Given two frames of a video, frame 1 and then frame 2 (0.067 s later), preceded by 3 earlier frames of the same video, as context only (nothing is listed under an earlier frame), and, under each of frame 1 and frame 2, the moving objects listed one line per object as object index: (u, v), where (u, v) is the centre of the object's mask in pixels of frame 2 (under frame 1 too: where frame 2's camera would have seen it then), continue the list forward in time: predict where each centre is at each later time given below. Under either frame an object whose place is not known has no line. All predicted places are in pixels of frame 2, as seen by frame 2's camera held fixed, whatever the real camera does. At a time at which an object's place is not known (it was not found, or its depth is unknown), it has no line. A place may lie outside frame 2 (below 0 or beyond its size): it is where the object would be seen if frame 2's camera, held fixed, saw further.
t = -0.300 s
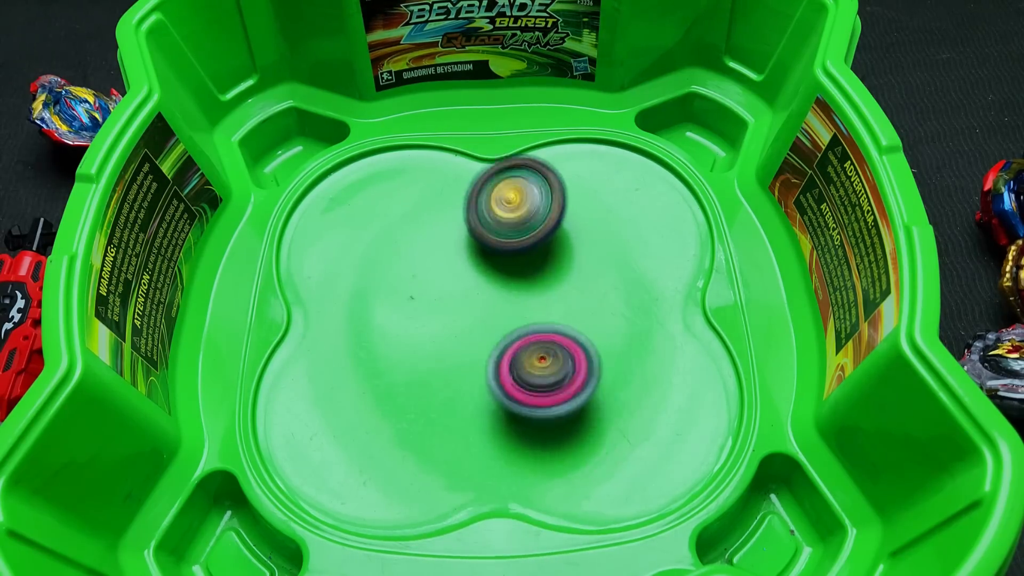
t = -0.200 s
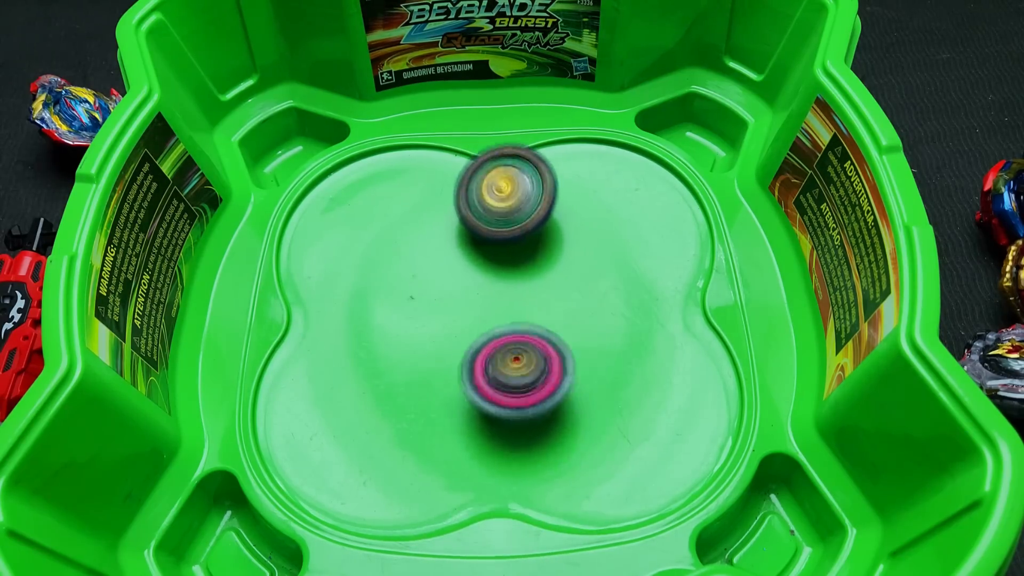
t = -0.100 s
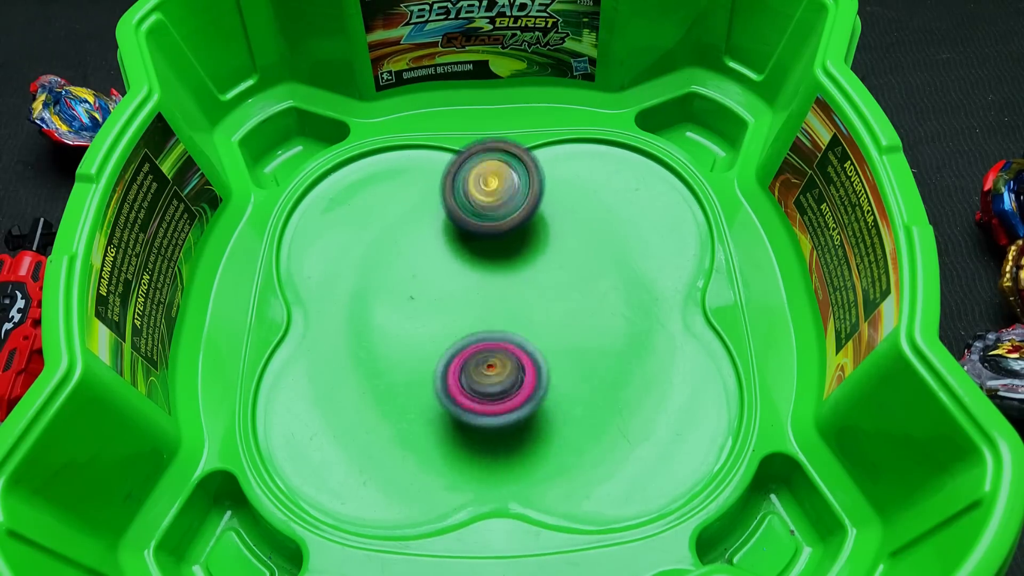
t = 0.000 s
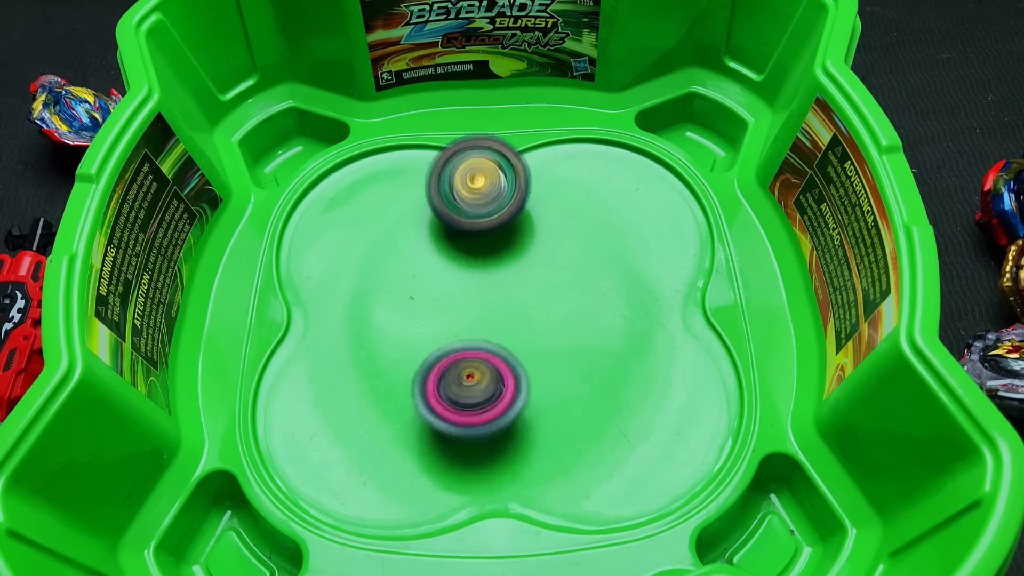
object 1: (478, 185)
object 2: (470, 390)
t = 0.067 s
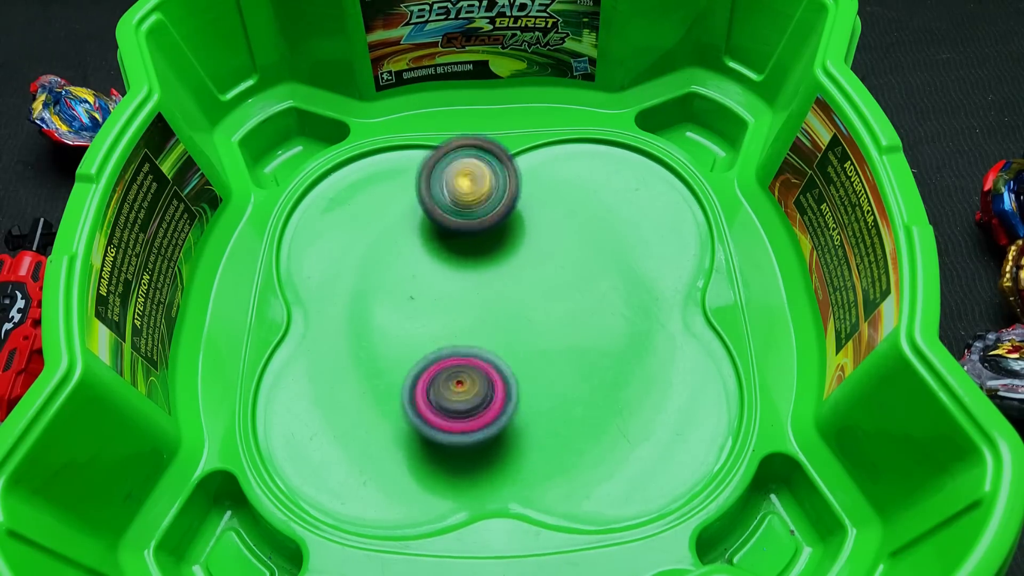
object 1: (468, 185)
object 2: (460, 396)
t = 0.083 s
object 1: (466, 186)
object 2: (457, 397)
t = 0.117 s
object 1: (461, 186)
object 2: (451, 398)
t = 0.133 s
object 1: (458, 188)
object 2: (450, 397)
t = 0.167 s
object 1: (455, 189)
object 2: (448, 397)
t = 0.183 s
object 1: (451, 190)
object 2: (446, 395)
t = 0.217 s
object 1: (448, 192)
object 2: (443, 394)
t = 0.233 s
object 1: (444, 194)
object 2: (442, 391)
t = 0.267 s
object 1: (440, 196)
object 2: (441, 387)
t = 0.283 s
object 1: (437, 197)
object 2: (439, 385)
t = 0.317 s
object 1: (434, 201)
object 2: (438, 380)
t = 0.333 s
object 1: (431, 202)
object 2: (437, 377)
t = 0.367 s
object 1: (428, 207)
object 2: (435, 371)
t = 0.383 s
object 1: (425, 208)
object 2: (434, 368)
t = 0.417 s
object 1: (422, 213)
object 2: (430, 361)
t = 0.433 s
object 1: (420, 215)
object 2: (427, 359)
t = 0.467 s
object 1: (417, 220)
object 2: (423, 352)
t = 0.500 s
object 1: (415, 224)
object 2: (417, 346)
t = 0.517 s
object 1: (412, 227)
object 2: (413, 344)
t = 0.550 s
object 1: (410, 233)
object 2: (408, 338)
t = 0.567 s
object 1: (408, 235)
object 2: (404, 335)
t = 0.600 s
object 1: (407, 237)
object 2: (397, 335)
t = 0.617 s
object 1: (408, 232)
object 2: (390, 344)
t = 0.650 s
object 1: (411, 224)
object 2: (382, 358)
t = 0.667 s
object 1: (413, 221)
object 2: (379, 365)
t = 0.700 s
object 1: (415, 219)
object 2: (379, 375)
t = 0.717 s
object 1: (415, 219)
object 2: (380, 379)
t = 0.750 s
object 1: (416, 222)
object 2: (386, 388)
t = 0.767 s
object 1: (417, 224)
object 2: (392, 390)
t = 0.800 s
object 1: (418, 229)
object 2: (402, 395)
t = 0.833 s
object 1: (422, 235)
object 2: (416, 396)
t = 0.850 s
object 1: (422, 237)
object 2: (422, 394)
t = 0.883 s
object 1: (426, 242)
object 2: (436, 390)
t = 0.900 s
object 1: (427, 245)
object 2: (443, 386)
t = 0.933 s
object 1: (431, 251)
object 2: (457, 378)
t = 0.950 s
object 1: (433, 253)
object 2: (463, 373)
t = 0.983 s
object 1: (435, 259)
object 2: (474, 361)
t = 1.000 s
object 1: (437, 261)
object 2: (480, 355)
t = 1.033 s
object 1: (436, 262)
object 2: (490, 348)
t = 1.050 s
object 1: (436, 261)
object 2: (495, 345)
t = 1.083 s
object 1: (435, 261)
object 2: (504, 336)
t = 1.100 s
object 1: (432, 255)
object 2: (513, 339)
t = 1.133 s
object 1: (424, 241)
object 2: (530, 344)
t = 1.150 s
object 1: (423, 237)
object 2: (537, 344)
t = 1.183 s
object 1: (420, 230)
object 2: (548, 340)
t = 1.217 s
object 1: (421, 229)
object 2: (560, 331)
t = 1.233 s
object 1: (423, 229)
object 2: (563, 327)
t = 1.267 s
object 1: (427, 230)
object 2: (569, 315)
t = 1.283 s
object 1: (430, 231)
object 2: (570, 309)
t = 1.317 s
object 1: (436, 232)
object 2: (570, 298)
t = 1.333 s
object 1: (439, 234)
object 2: (568, 292)
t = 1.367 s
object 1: (444, 236)
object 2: (562, 282)
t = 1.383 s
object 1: (447, 237)
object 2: (558, 277)
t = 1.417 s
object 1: (445, 237)
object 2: (553, 273)
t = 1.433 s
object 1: (440, 236)
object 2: (555, 272)
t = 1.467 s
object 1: (433, 235)
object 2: (556, 272)
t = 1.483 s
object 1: (432, 236)
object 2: (556, 271)
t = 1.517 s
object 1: (432, 238)
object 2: (554, 272)
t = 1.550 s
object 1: (435, 240)
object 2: (550, 272)
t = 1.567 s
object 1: (437, 241)
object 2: (548, 273)
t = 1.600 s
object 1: (439, 243)
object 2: (545, 276)
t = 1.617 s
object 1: (438, 243)
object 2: (546, 279)
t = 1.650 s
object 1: (438, 245)
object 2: (547, 283)
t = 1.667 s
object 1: (439, 246)
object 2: (547, 286)
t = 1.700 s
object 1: (440, 247)
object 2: (547, 290)
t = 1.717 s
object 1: (442, 248)
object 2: (548, 293)
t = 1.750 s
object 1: (443, 249)
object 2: (548, 296)
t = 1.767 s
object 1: (445, 250)
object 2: (549, 299)
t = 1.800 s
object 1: (446, 251)
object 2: (551, 303)
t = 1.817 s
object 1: (448, 252)
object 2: (552, 305)
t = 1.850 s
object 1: (449, 253)
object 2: (553, 308)
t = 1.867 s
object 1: (451, 254)
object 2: (554, 310)
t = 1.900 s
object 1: (453, 255)
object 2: (553, 312)
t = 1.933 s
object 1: (454, 257)
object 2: (554, 314)
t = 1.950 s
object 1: (456, 258)
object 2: (553, 315)
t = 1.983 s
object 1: (457, 260)
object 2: (552, 316)
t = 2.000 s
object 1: (458, 262)
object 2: (550, 317)
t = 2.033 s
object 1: (452, 259)
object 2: (556, 323)
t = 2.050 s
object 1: (450, 259)
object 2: (559, 324)
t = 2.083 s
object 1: (447, 261)
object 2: (564, 327)
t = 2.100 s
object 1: (446, 262)
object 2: (567, 328)
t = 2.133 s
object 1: (446, 264)
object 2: (571, 330)
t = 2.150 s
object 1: (447, 265)
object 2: (574, 330)
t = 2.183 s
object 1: (449, 267)
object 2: (577, 331)
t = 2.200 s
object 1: (449, 268)
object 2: (577, 330)
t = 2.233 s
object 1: (451, 270)
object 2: (577, 329)
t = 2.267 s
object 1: (452, 272)
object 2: (574, 327)
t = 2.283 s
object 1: (453, 273)
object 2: (573, 326)
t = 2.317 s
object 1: (454, 276)
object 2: (566, 325)
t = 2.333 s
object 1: (455, 277)
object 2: (563, 324)
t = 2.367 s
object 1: (454, 278)
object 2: (557, 325)
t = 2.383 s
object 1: (439, 270)
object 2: (570, 332)
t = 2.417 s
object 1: (410, 257)
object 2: (593, 344)
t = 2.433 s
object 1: (398, 253)
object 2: (604, 350)
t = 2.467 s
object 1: (381, 246)
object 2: (618, 355)
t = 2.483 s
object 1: (373, 244)
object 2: (625, 357)
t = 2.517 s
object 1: (366, 242)
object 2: (637, 360)
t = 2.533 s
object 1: (364, 240)
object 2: (644, 361)
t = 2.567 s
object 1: (362, 240)
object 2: (655, 363)
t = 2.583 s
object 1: (363, 240)
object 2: (662, 364)
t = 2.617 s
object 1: (362, 239)
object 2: (672, 366)
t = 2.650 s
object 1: (362, 239)
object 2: (680, 366)
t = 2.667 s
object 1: (364, 239)
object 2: (685, 366)
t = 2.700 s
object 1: (364, 239)
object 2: (689, 364)
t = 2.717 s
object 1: (365, 240)
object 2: (690, 362)
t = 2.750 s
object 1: (366, 239)
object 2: (690, 360)
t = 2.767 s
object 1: (365, 239)
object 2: (689, 357)
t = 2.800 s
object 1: (367, 239)
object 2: (685, 354)
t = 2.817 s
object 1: (367, 239)
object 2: (680, 353)
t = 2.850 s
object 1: (369, 240)
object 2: (671, 349)
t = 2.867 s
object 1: (371, 241)
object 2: (665, 348)
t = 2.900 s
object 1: (373, 242)
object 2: (652, 344)
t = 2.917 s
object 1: (374, 244)
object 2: (645, 344)
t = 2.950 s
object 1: (377, 246)
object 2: (630, 341)
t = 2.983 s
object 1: (380, 247)
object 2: (614, 337)
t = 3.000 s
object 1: (381, 249)
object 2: (606, 336)
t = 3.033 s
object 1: (386, 250)
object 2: (589, 334)
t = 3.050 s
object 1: (386, 251)
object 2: (582, 334)
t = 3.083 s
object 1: (391, 254)
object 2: (565, 332)
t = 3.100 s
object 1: (393, 254)
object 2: (557, 331)
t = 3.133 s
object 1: (396, 256)
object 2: (541, 331)
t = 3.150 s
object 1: (400, 257)
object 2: (533, 330)
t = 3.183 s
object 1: (404, 259)
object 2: (518, 331)
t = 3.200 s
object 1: (406, 261)
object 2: (509, 332)
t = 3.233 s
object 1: (411, 263)
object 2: (495, 333)
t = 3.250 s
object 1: (412, 263)
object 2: (487, 334)
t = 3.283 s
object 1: (413, 261)
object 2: (480, 342)
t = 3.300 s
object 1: (413, 258)
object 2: (476, 346)
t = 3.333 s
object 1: (414, 257)
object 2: (466, 352)
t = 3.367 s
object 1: (416, 258)
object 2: (455, 358)
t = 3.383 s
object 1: (419, 259)
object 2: (451, 362)
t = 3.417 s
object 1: (424, 259)
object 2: (440, 367)
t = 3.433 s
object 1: (426, 261)
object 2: (435, 370)
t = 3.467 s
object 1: (431, 261)
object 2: (426, 375)
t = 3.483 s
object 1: (433, 261)
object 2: (422, 377)
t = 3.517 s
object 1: (438, 262)
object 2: (413, 383)
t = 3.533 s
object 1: (441, 262)
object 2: (408, 385)
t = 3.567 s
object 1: (446, 263)
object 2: (401, 389)
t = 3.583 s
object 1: (449, 264)
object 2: (396, 392)
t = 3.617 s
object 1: (453, 265)
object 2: (390, 395)
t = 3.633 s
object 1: (455, 265)
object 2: (388, 397)
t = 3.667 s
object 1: (460, 265)
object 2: (383, 399)
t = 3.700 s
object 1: (465, 267)
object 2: (380, 400)
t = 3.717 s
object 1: (467, 266)
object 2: (380, 400)
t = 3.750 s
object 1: (471, 267)
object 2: (380, 399)
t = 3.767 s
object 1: (474, 267)
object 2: (382, 398)
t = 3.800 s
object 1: (478, 268)
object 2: (385, 395)
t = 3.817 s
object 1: (479, 269)
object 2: (387, 393)
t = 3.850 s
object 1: (484, 269)
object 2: (392, 388)
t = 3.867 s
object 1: (485, 269)
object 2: (393, 386)
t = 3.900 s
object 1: (488, 269)
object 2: (399, 378)
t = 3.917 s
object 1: (490, 269)
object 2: (401, 375)
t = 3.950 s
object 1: (493, 269)
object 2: (405, 366)
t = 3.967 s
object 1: (495, 269)
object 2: (408, 361)
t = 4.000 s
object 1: (498, 269)
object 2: (412, 352)
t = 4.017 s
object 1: (498, 270)
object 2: (414, 346)
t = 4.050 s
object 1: (501, 270)
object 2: (417, 336)
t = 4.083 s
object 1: (509, 265)
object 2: (412, 333)
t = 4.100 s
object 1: (511, 263)
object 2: (409, 330)
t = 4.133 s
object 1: (515, 262)
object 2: (405, 327)
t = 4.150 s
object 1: (517, 261)
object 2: (402, 325)
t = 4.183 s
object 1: (519, 261)
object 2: (399, 321)
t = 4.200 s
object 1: (519, 261)
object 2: (398, 319)
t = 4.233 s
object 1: (521, 261)
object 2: (395, 316)
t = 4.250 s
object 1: (521, 260)
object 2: (395, 314)
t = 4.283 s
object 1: (522, 260)
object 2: (394, 311)
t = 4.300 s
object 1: (523, 261)
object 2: (394, 308)
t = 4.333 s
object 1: (524, 261)
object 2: (395, 305)
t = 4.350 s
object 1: (524, 261)
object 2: (395, 304)
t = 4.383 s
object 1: (525, 261)
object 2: (397, 300)
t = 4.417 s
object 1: (525, 261)
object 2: (400, 297)
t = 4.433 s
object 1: (525, 261)
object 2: (401, 295)
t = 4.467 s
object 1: (525, 261)
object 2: (405, 292)
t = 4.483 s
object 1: (526, 261)
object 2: (408, 290)
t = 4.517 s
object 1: (526, 261)
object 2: (411, 287)
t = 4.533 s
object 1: (525, 262)
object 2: (414, 284)
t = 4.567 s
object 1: (529, 261)
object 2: (412, 281)
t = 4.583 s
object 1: (530, 260)
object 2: (412, 279)
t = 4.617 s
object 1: (530, 260)
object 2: (411, 277)
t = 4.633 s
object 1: (531, 260)
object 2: (412, 276)
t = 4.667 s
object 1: (530, 260)
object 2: (412, 275)
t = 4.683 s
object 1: (529, 260)
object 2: (413, 275)
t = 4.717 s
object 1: (529, 260)
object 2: (415, 275)
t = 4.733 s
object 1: (529, 260)
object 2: (416, 275)
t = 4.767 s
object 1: (530, 260)
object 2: (417, 276)
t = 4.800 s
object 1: (532, 260)
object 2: (416, 276)
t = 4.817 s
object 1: (532, 260)
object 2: (416, 276)
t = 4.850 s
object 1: (531, 261)
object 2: (417, 276)
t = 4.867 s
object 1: (530, 260)
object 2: (418, 277)
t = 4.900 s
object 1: (532, 261)
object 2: (416, 279)
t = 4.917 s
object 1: (532, 261)
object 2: (416, 279)
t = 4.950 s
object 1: (531, 262)
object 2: (418, 281)
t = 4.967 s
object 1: (531, 263)
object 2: (419, 282)
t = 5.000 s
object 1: (537, 262)
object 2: (414, 287)
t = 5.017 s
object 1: (542, 260)
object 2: (409, 290)
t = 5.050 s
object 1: (549, 260)
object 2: (401, 297)
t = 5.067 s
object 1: (550, 260)
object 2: (398, 301)
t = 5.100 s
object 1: (552, 261)
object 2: (394, 308)
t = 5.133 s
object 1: (552, 262)
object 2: (393, 317)
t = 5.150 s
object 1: (553, 263)
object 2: (393, 321)
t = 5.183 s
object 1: (553, 265)
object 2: (395, 329)
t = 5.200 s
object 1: (553, 266)
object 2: (398, 333)
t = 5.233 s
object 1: (553, 267)
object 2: (405, 340)
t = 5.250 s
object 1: (553, 268)
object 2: (409, 342)
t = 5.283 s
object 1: (552, 270)
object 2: (419, 347)
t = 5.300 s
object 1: (552, 271)
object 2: (425, 348)
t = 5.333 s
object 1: (551, 273)
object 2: (437, 350)
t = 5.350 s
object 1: (551, 275)
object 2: (444, 350)
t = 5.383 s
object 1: (550, 277)
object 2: (457, 348)
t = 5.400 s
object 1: (549, 278)
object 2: (462, 346)
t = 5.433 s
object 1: (562, 268)
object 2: (457, 354)
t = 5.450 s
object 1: (568, 263)
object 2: (455, 358)
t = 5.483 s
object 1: (575, 257)
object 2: (455, 363)
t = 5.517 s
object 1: (577, 255)
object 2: (457, 366)
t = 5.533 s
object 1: (577, 255)
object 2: (460, 368)
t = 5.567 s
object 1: (577, 256)
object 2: (464, 369)
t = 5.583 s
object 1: (576, 257)
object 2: (467, 369)
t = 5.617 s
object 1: (576, 258)
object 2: (472, 368)
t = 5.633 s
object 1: (576, 259)
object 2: (476, 367)
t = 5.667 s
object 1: (576, 261)
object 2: (482, 363)
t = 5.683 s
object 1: (575, 261)
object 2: (484, 361)
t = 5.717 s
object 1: (574, 263)
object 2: (488, 355)
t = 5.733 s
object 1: (574, 264)
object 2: (491, 351)
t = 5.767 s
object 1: (573, 266)
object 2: (494, 343)
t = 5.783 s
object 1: (572, 266)
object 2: (493, 338)
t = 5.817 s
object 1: (573, 264)
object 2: (485, 338)
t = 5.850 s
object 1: (571, 264)
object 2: (477, 339)
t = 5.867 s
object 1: (569, 265)
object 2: (473, 340)
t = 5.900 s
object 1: (566, 266)
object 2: (464, 343)
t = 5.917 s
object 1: (565, 267)
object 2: (461, 343)
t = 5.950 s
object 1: (562, 269)
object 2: (454, 345)
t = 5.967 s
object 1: (560, 270)
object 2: (450, 346)
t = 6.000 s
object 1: (557, 272)
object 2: (444, 349)
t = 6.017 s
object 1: (555, 273)
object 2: (442, 350)
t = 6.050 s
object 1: (552, 276)
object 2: (437, 352)
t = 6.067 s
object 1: (550, 277)
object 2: (435, 352)
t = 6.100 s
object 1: (546, 280)
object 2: (433, 353)
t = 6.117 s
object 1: (545, 281)
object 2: (433, 353)
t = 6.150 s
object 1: (541, 284)
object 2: (433, 353)
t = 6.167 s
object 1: (539, 284)
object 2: (433, 352)
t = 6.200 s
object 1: (536, 287)
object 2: (435, 351)
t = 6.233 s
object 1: (533, 289)
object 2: (437, 349)
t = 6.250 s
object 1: (531, 290)
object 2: (437, 349)
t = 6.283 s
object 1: (532, 288)
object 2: (432, 347)
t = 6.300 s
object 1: (534, 287)
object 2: (430, 347)
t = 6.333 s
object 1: (533, 286)
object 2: (427, 345)
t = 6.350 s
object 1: (531, 286)
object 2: (425, 345)
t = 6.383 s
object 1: (530, 287)
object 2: (423, 343)
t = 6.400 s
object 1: (529, 288)
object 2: (424, 341)
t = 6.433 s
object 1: (527, 290)
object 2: (424, 339)
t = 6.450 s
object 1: (526, 290)
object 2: (422, 338)
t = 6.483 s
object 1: (528, 289)
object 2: (418, 339)
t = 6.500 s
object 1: (528, 289)
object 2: (417, 338)
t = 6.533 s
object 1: (526, 289)
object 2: (416, 338)
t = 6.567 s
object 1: (525, 291)
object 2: (416, 336)
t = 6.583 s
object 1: (525, 292)
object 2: (416, 336)
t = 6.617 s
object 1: (524, 293)
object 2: (417, 335)
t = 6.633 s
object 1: (524, 293)
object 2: (417, 334)
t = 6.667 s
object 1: (526, 292)
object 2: (416, 334)
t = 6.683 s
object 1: (525, 292)
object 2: (415, 334)
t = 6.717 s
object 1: (524, 293)
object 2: (414, 332)
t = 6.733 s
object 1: (524, 293)
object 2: (415, 332)
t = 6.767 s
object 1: (525, 294)
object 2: (415, 331)
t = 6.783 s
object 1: (526, 294)
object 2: (413, 331)
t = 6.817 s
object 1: (527, 294)
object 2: (409, 329)
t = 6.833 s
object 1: (527, 294)
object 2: (409, 328)
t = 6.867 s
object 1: (527, 295)
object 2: (410, 327)
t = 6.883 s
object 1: (527, 295)
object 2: (410, 327)
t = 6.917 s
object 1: (527, 295)
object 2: (412, 326)
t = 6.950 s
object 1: (527, 296)
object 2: (415, 324)
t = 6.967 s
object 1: (530, 295)
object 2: (411, 324)
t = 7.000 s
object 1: (537, 292)
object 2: (400, 325)
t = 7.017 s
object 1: (539, 292)
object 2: (397, 326)
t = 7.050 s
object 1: (540, 292)
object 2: (390, 327)
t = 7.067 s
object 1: (540, 291)
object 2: (387, 328)
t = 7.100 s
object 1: (541, 291)
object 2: (382, 329)
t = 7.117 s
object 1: (541, 292)
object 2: (381, 330)
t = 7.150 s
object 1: (541, 292)
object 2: (380, 331)
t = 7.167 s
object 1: (543, 291)
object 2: (380, 330)
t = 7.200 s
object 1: (543, 291)
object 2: (383, 331)
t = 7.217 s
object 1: (542, 291)
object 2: (384, 331)
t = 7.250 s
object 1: (542, 290)
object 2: (387, 331)
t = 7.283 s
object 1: (542, 290)
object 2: (394, 330)
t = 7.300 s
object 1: (542, 291)
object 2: (397, 329)
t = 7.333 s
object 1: (542, 291)
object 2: (404, 327)
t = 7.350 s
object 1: (541, 290)
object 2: (409, 326)
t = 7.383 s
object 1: (540, 290)
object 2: (418, 322)
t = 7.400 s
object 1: (539, 291)
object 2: (422, 320)
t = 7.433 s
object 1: (540, 289)
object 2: (427, 315)
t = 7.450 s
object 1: (542, 287)
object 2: (427, 314)
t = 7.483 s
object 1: (542, 286)
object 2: (429, 310)
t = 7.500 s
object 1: (541, 286)
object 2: (429, 307)
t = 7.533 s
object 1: (544, 285)
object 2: (425, 304)
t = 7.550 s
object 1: (546, 285)
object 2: (423, 303)
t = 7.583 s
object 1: (546, 284)
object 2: (418, 301)
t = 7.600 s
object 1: (547, 283)
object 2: (416, 300)
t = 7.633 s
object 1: (546, 283)
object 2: (414, 299)
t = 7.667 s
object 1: (545, 284)
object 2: (413, 298)
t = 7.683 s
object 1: (544, 284)
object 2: (413, 298)
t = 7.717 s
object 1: (543, 283)
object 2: (415, 299)
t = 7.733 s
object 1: (543, 285)
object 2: (415, 299)
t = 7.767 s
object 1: (541, 285)
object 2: (418, 299)
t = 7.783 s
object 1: (541, 285)
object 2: (420, 298)
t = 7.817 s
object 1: (539, 285)
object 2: (425, 298)
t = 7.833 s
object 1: (540, 285)
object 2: (424, 297)
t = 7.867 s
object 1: (542, 285)
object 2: (422, 295)
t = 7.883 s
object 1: (543, 285)
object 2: (421, 296)
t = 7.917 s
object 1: (541, 287)
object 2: (421, 294)
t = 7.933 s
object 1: (541, 286)
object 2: (420, 293)
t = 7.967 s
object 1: (540, 288)
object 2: (420, 293)
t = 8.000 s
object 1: (539, 289)
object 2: (423, 293)
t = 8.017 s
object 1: (539, 289)
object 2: (422, 292)
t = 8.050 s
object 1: (547, 288)
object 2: (413, 292)
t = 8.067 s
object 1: (549, 289)
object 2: (410, 292)
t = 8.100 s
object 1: (548, 290)
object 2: (404, 294)
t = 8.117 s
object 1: (549, 290)
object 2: (402, 295)
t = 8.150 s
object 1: (548, 292)
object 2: (398, 297)
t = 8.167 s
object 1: (547, 292)
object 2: (398, 297)
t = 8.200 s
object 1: (546, 294)
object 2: (398, 300)
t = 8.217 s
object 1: (547, 295)
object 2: (399, 301)
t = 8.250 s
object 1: (545, 297)
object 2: (402, 304)
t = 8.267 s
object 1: (545, 296)
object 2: (404, 305)
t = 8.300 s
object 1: (544, 298)
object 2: (410, 307)
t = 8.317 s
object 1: (543, 299)
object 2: (414, 308)
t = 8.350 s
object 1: (542, 300)
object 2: (421, 309)
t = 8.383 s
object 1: (543, 300)
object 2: (426, 309)
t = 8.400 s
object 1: (544, 300)
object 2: (427, 310)
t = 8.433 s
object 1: (544, 300)
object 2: (430, 310)
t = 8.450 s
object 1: (550, 299)
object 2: (424, 309)
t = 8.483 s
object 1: (559, 299)
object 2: (413, 309)
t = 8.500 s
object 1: (561, 299)
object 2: (410, 310)
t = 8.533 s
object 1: (563, 299)
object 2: (404, 312)
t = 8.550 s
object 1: (562, 300)
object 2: (401, 313)
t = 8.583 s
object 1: (563, 300)
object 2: (397, 316)
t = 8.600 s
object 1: (564, 300)
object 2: (397, 317)
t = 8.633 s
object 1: (564, 302)
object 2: (395, 320)
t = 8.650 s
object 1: (565, 301)
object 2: (396, 323)
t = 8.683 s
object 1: (564, 301)
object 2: (399, 325)
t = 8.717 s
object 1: (564, 302)
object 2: (405, 326)
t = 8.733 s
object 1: (564, 301)
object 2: (407, 328)
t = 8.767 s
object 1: (564, 302)
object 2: (415, 327)
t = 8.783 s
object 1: (562, 302)
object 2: (418, 327)
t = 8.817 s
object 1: (561, 302)
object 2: (426, 325)
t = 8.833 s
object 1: (561, 303)
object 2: (430, 324)
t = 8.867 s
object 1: (559, 303)
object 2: (438, 322)
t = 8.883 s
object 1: (559, 303)
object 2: (442, 321)
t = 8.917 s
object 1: (561, 302)
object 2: (443, 319)
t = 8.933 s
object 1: (560, 301)
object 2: (443, 317)
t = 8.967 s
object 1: (559, 300)
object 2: (442, 315)
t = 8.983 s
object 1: (559, 301)
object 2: (442, 313)
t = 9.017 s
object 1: (560, 299)
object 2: (438, 311)
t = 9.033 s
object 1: (560, 299)
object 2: (436, 310)
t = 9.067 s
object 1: (558, 299)
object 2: (433, 307)
